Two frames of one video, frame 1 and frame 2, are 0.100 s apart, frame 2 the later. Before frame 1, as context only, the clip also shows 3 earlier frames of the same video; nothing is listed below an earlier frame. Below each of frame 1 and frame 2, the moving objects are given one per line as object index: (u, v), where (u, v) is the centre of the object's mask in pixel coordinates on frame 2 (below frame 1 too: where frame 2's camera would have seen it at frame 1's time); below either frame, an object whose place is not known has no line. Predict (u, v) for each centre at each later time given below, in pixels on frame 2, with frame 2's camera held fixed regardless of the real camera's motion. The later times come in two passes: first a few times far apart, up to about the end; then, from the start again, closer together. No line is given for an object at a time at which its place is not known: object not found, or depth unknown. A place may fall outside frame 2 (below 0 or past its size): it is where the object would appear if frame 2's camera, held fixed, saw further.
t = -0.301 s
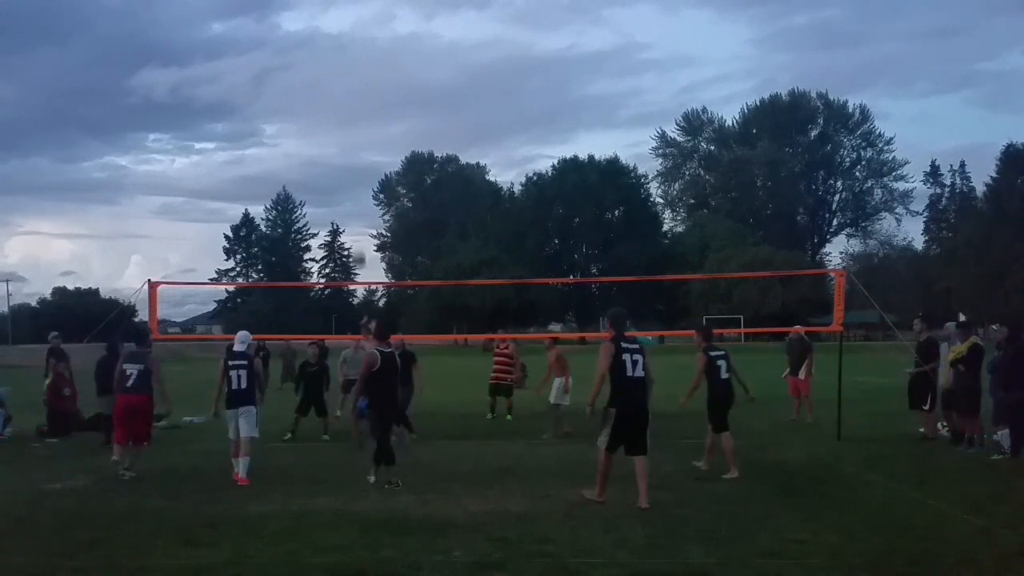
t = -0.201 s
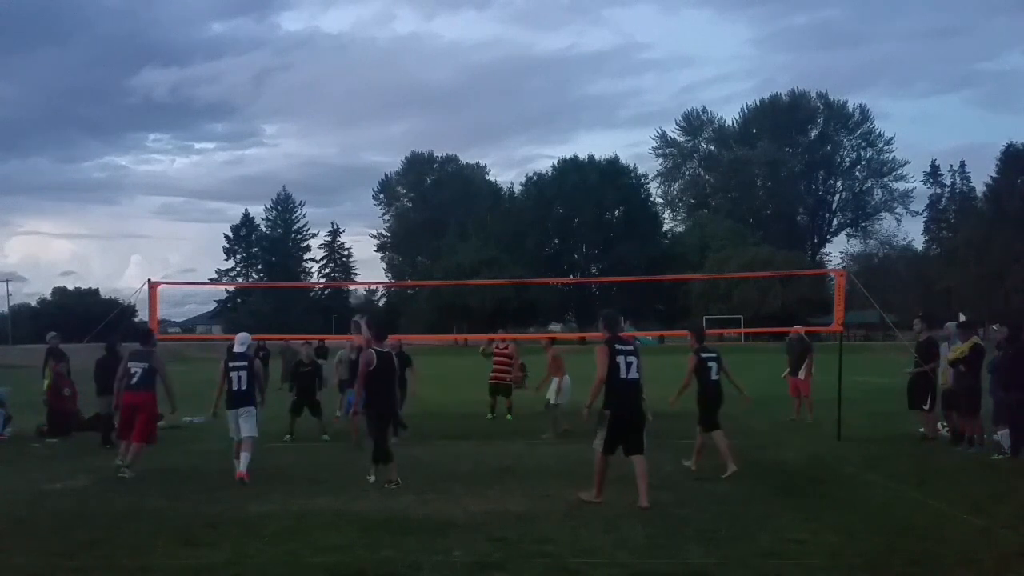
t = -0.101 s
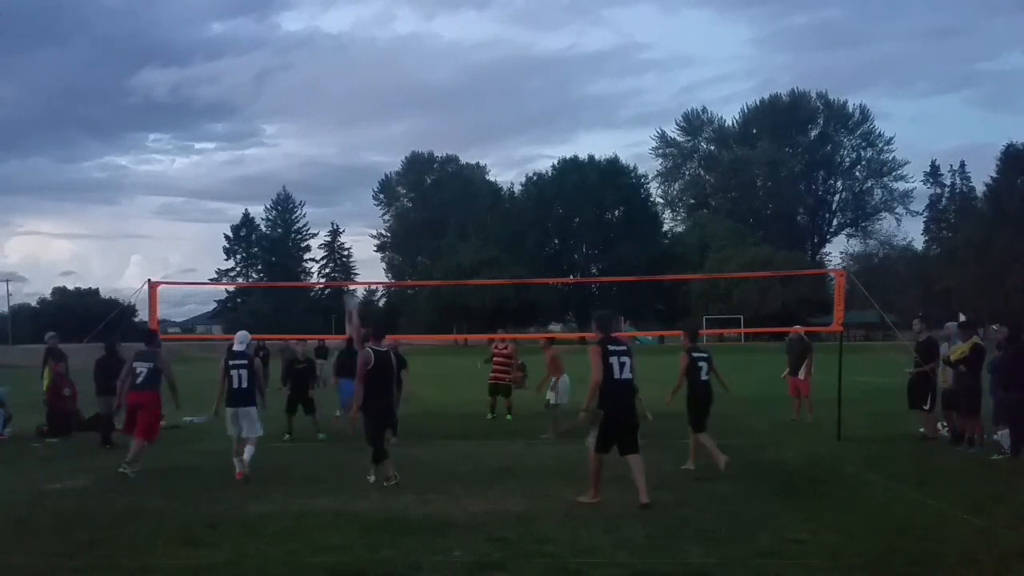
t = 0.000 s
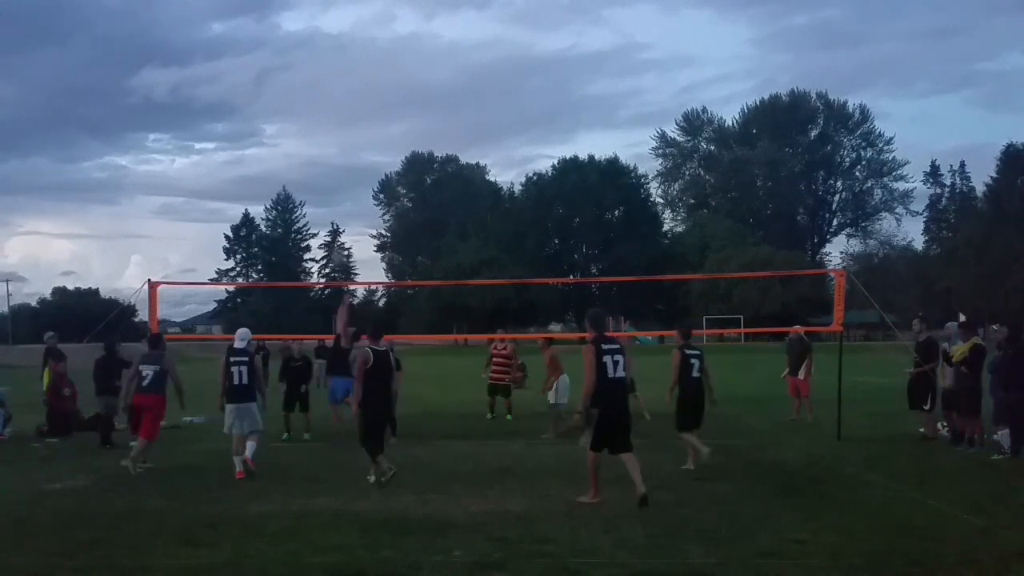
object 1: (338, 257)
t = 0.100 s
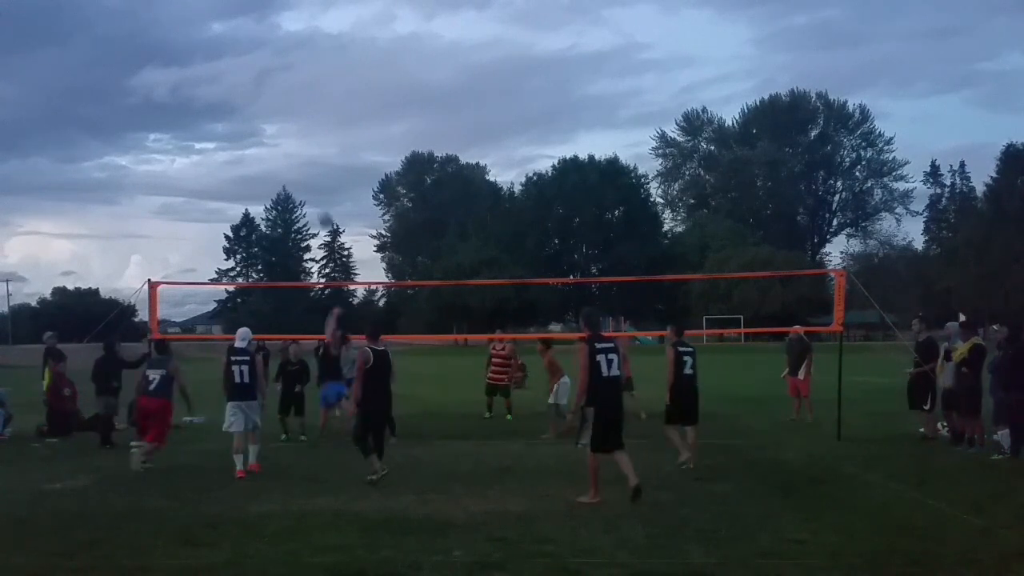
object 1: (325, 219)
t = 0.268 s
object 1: (303, 171)
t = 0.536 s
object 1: (269, 133)
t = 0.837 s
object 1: (230, 148)
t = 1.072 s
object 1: (202, 204)
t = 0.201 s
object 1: (312, 188)
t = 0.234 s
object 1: (308, 179)
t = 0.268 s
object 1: (303, 171)
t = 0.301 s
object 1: (299, 163)
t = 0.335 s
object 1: (294, 157)
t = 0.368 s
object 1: (290, 151)
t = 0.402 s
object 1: (286, 146)
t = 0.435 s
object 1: (281, 140)
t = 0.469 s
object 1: (277, 136)
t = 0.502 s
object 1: (273, 134)
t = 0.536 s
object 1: (269, 133)
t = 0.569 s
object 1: (264, 131)
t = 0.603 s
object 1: (260, 131)
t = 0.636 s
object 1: (256, 131)
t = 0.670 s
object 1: (252, 132)
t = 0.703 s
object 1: (247, 133)
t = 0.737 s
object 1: (243, 136)
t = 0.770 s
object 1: (239, 140)
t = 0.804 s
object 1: (235, 143)
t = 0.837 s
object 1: (230, 148)
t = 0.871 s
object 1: (226, 154)
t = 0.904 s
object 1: (222, 161)
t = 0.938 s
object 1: (218, 167)
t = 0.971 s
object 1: (214, 175)
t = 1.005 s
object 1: (210, 183)
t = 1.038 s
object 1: (206, 193)
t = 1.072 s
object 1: (202, 204)
